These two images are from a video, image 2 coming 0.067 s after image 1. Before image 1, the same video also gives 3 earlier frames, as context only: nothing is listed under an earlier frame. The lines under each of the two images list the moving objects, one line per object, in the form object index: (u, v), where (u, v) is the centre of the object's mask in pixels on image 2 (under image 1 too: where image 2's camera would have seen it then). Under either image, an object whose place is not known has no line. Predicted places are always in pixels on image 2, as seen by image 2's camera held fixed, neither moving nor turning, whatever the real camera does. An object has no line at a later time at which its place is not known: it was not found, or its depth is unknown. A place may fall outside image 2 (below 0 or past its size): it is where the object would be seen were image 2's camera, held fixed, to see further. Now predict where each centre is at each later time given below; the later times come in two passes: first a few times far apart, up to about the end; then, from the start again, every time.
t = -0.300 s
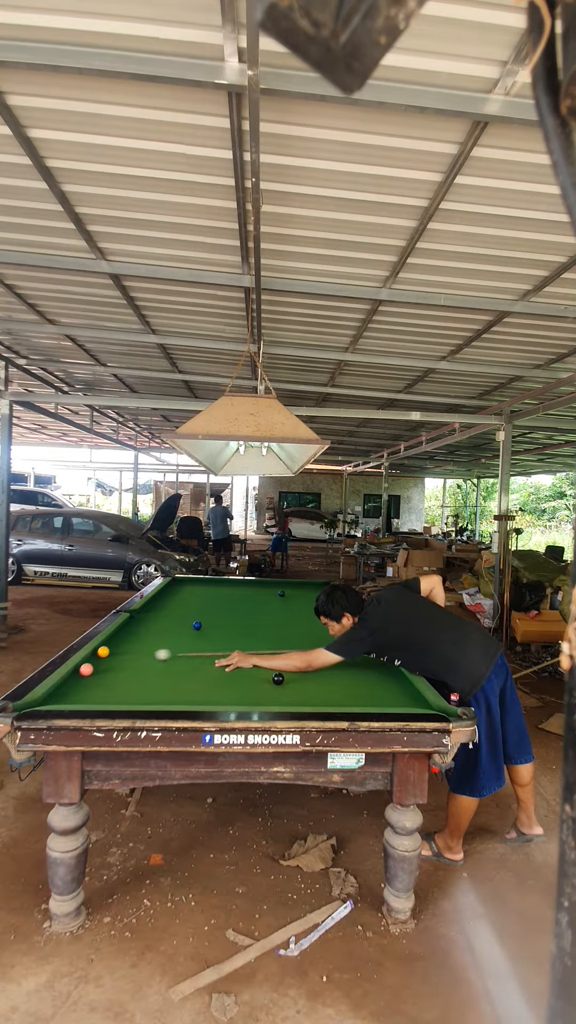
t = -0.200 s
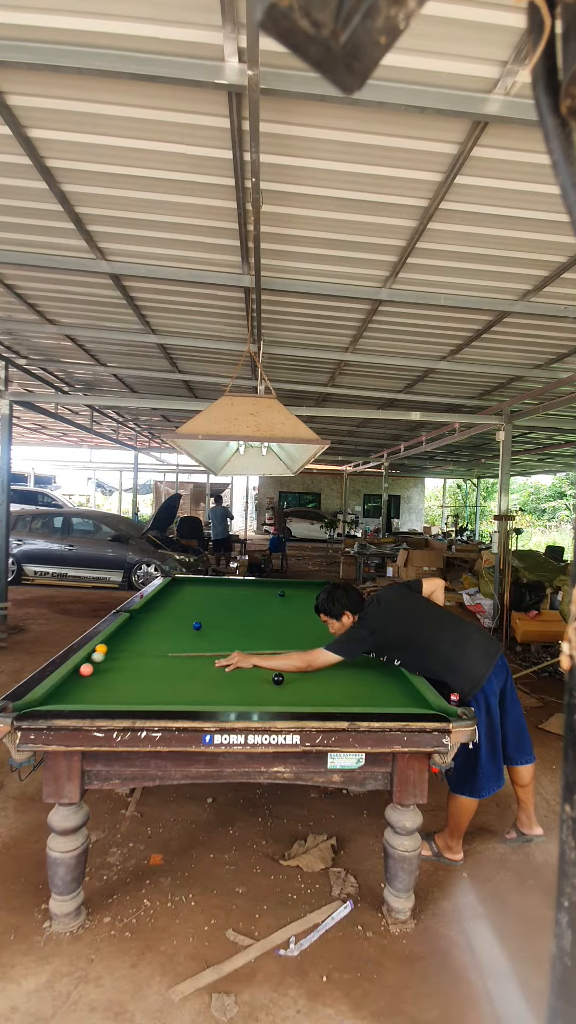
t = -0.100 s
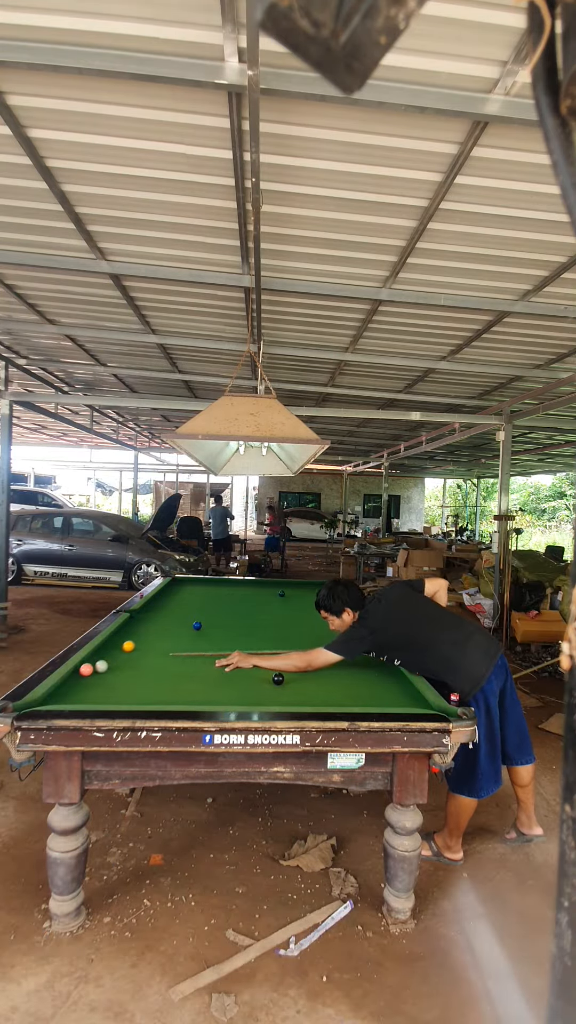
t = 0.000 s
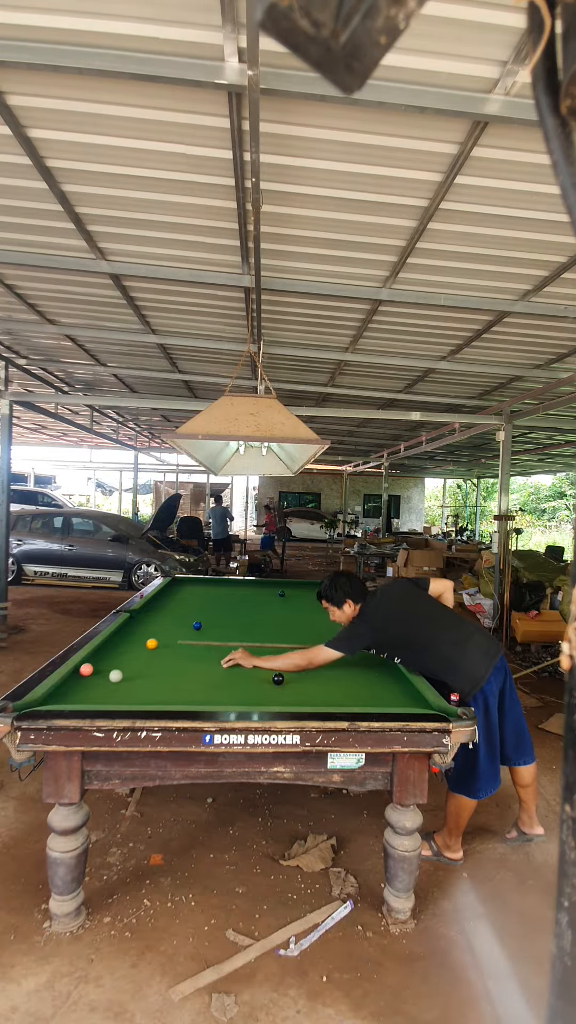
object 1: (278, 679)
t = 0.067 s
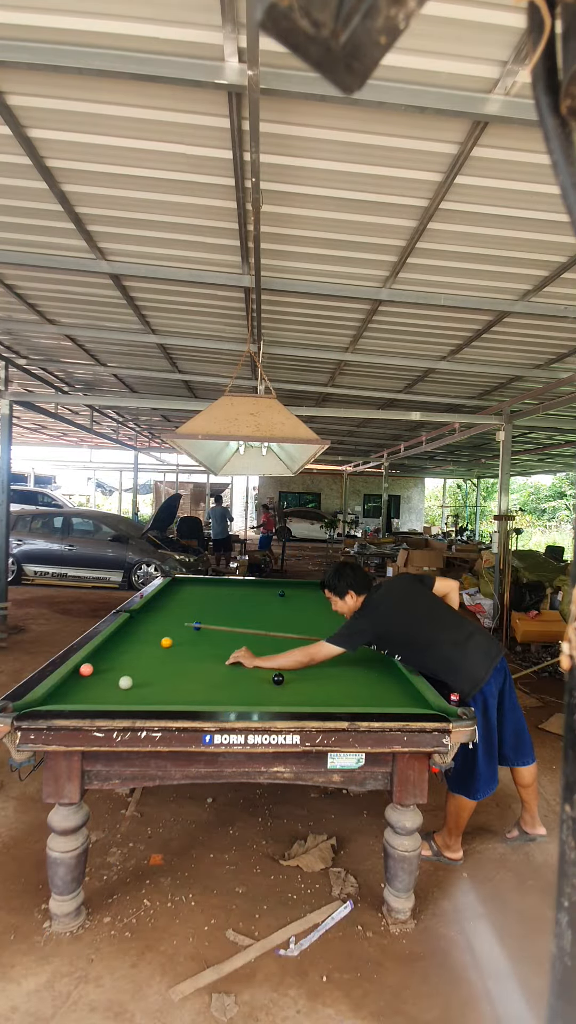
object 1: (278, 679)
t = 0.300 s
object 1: (278, 679)
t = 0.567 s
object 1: (278, 679)
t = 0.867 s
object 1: (297, 680)
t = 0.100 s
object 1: (278, 679)
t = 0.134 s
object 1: (278, 679)
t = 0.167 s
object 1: (278, 679)
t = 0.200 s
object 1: (278, 679)
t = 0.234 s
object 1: (278, 679)
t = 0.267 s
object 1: (278, 679)
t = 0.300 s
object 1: (278, 679)
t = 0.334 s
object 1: (278, 679)
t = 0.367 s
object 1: (278, 679)
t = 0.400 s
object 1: (278, 679)
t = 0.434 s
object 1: (278, 679)
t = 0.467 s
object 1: (278, 679)
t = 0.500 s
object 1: (278, 679)
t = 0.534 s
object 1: (278, 679)
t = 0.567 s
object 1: (278, 679)
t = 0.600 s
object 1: (278, 679)
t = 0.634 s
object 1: (278, 679)
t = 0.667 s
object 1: (278, 679)
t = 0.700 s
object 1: (278, 679)
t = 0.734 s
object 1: (281, 679)
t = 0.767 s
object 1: (286, 679)
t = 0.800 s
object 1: (290, 680)
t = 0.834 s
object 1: (293, 680)
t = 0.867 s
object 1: (297, 680)
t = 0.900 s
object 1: (300, 680)
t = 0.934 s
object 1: (303, 681)
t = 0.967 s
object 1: (306, 681)
